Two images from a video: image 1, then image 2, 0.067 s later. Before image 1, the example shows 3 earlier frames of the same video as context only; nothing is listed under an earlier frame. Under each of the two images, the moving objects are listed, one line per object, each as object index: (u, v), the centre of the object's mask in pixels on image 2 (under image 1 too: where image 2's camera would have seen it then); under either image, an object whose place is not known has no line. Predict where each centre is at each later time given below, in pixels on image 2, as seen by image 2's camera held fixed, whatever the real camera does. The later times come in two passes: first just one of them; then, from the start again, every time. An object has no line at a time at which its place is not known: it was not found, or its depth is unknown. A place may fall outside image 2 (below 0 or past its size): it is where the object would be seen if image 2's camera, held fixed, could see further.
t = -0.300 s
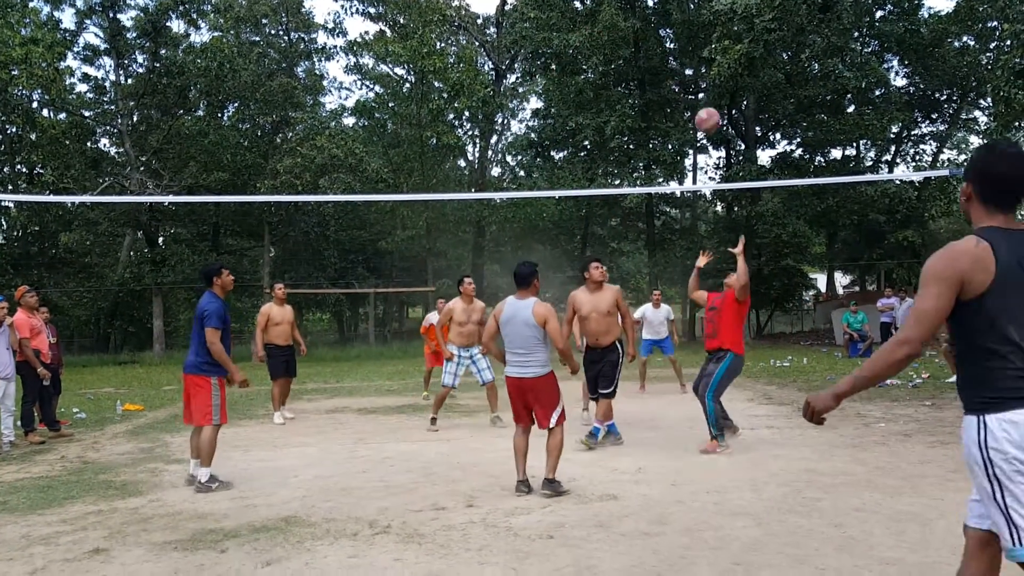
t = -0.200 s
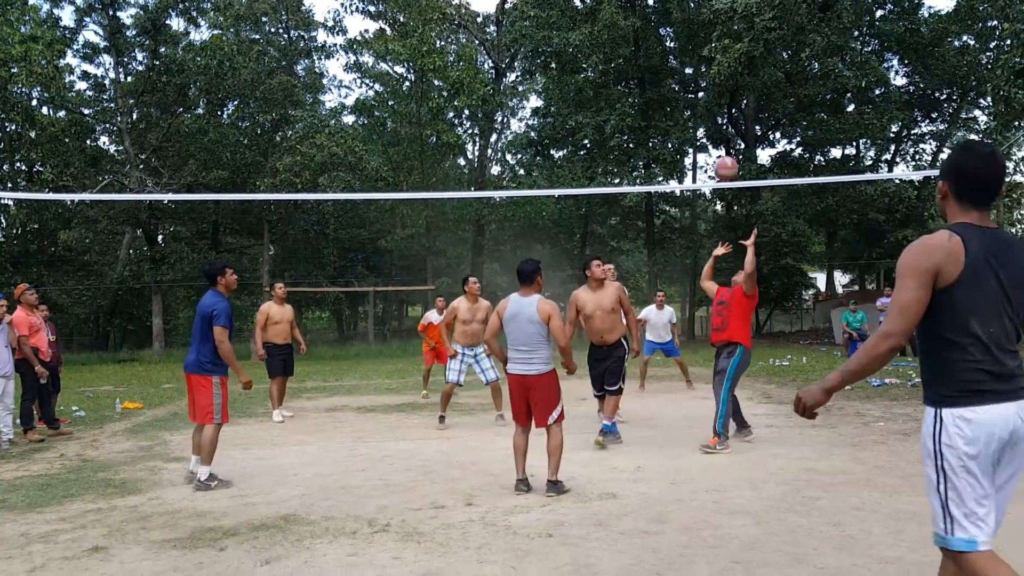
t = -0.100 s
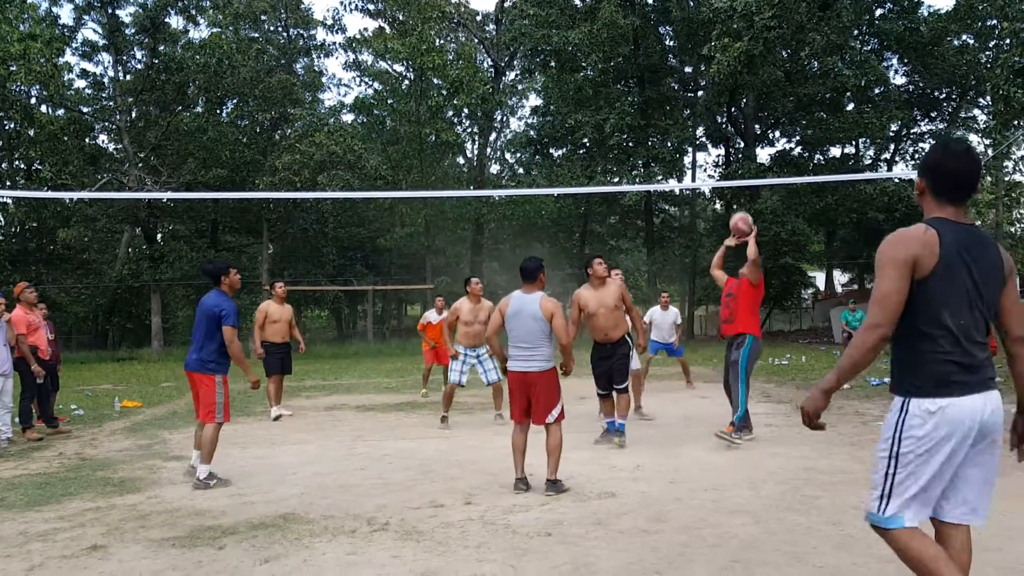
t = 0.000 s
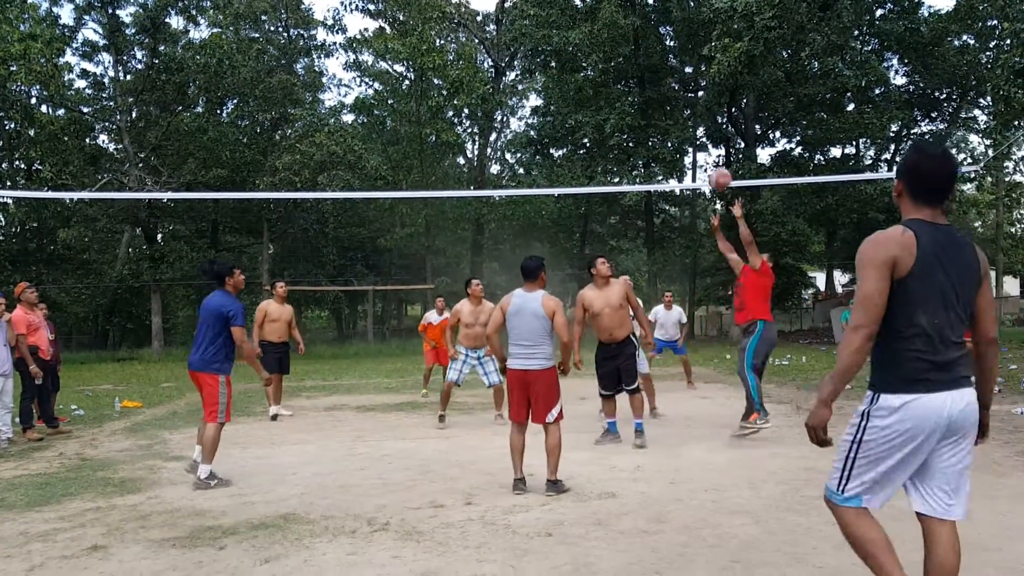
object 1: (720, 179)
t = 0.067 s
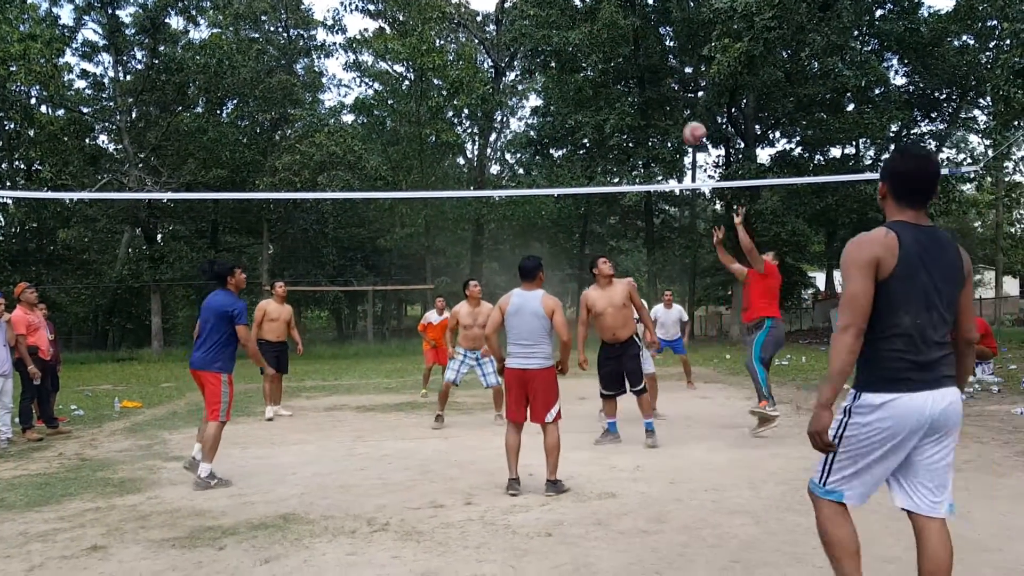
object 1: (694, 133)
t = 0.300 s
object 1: (608, 11)
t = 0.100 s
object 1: (682, 112)
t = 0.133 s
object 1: (669, 92)
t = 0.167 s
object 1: (657, 74)
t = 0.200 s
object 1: (645, 57)
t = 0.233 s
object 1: (632, 41)
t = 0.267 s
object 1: (620, 25)
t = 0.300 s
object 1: (608, 11)
